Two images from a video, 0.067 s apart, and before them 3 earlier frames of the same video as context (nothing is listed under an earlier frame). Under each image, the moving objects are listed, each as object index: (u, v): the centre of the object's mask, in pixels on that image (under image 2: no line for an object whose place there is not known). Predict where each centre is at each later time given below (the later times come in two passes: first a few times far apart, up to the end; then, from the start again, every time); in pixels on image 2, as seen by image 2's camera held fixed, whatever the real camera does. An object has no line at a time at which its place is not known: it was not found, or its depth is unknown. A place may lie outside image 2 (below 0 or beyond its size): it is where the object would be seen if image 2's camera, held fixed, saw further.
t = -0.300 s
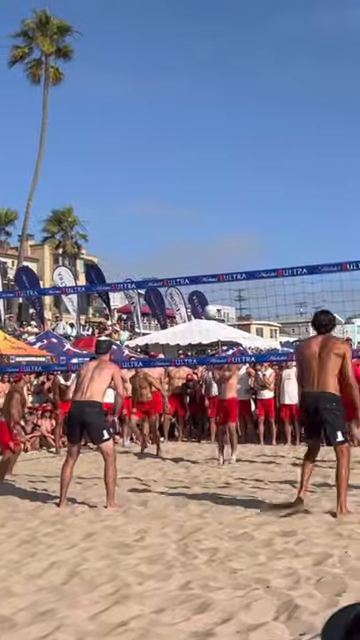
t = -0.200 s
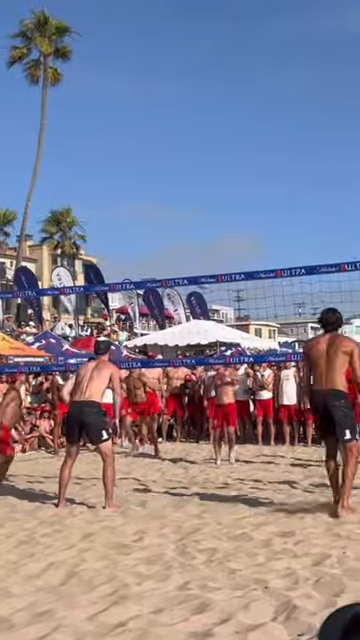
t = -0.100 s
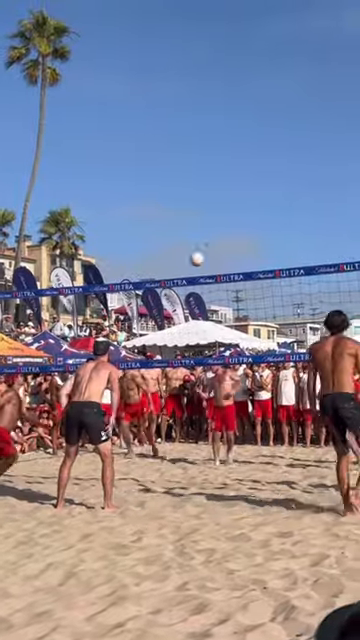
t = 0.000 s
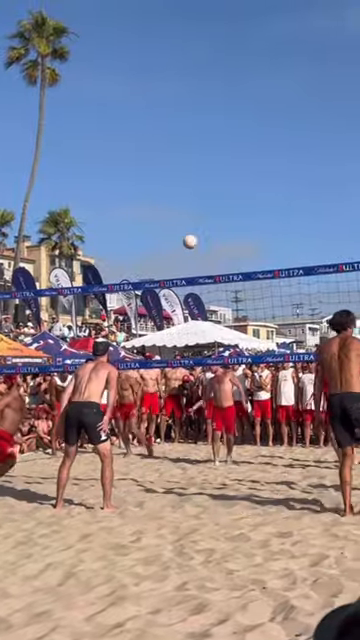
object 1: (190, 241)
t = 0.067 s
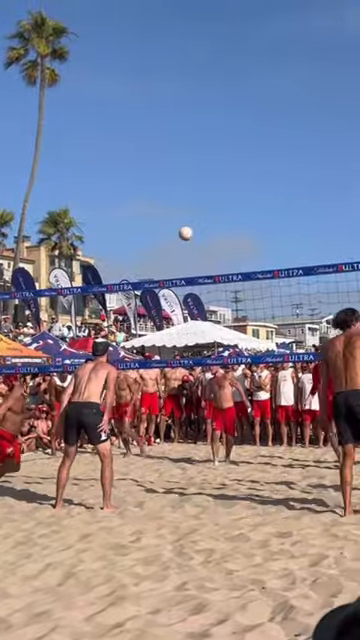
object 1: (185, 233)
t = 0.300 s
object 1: (172, 226)
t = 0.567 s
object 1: (157, 262)
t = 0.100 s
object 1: (184, 229)
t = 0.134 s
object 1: (182, 227)
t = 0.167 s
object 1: (180, 226)
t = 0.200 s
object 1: (178, 224)
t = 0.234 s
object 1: (176, 224)
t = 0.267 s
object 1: (174, 224)
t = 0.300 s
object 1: (172, 226)
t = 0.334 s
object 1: (170, 228)
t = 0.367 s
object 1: (168, 230)
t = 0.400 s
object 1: (166, 233)
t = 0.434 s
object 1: (164, 238)
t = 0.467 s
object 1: (162, 243)
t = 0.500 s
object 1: (160, 248)
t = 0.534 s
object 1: (159, 255)
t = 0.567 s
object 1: (157, 262)
